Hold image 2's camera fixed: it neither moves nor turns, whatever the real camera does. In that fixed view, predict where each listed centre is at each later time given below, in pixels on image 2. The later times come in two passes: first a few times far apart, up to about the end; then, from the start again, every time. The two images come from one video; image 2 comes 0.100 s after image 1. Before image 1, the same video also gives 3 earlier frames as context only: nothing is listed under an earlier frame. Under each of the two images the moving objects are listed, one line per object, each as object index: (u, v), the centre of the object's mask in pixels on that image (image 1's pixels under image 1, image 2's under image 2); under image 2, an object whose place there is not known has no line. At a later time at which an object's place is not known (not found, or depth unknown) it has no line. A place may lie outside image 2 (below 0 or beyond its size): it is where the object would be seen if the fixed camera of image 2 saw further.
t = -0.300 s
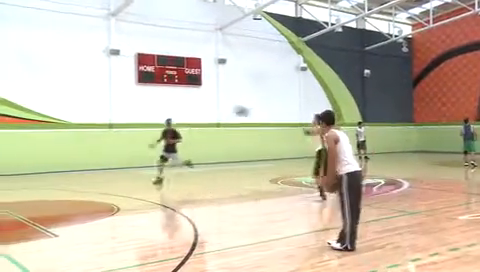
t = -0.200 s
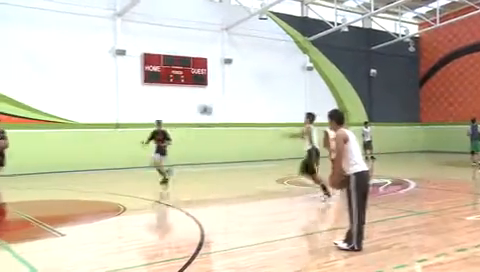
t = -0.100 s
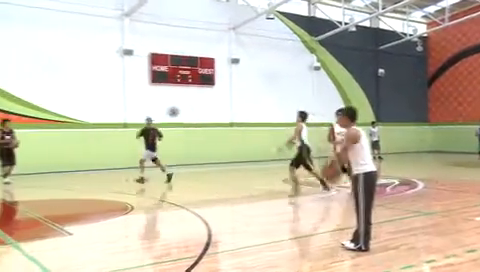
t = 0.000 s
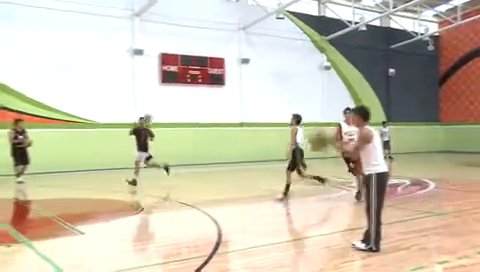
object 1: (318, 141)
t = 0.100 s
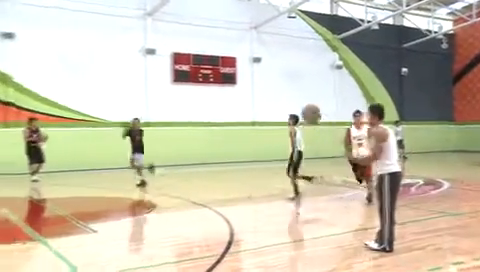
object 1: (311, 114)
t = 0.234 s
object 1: (285, 90)
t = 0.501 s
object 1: (239, 88)
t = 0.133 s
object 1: (304, 106)
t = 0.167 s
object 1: (298, 100)
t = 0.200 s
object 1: (292, 94)
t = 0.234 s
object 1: (285, 90)
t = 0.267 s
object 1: (279, 87)
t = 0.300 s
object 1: (274, 85)
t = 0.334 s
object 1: (268, 83)
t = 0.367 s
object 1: (262, 82)
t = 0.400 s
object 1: (256, 82)
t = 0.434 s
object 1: (250, 84)
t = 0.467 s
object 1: (245, 86)
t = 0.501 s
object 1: (239, 88)
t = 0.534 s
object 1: (234, 92)
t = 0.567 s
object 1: (229, 96)
